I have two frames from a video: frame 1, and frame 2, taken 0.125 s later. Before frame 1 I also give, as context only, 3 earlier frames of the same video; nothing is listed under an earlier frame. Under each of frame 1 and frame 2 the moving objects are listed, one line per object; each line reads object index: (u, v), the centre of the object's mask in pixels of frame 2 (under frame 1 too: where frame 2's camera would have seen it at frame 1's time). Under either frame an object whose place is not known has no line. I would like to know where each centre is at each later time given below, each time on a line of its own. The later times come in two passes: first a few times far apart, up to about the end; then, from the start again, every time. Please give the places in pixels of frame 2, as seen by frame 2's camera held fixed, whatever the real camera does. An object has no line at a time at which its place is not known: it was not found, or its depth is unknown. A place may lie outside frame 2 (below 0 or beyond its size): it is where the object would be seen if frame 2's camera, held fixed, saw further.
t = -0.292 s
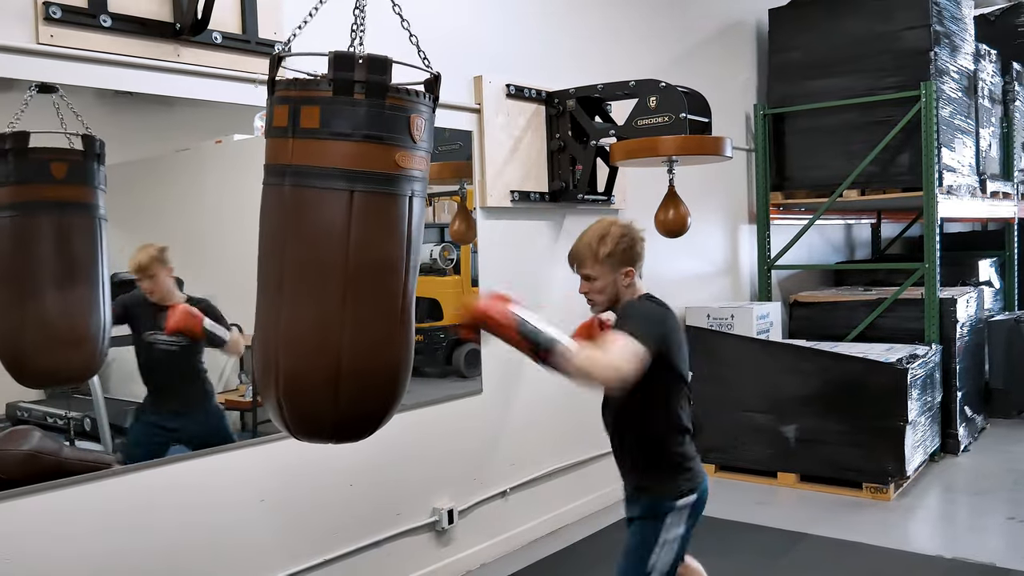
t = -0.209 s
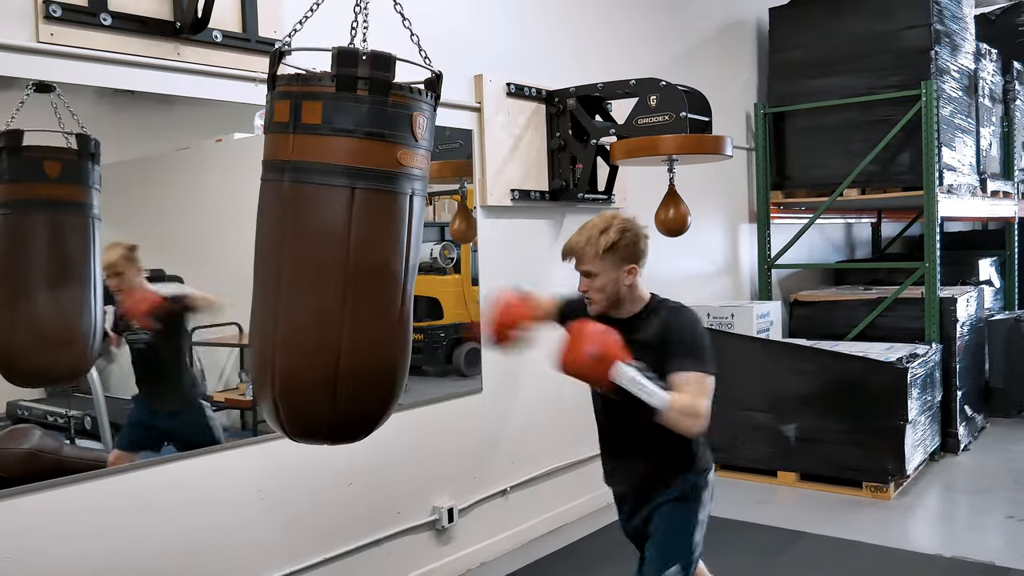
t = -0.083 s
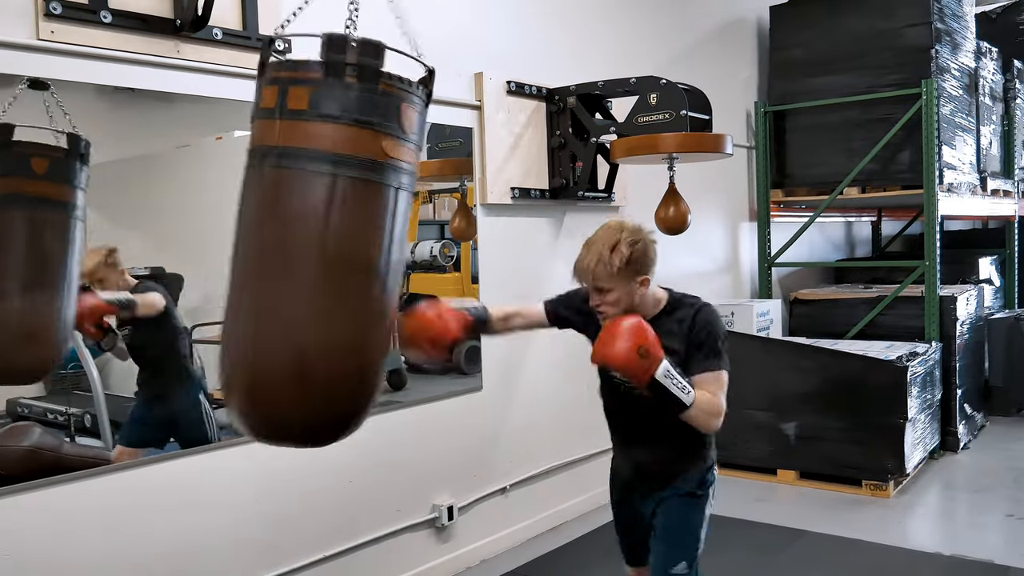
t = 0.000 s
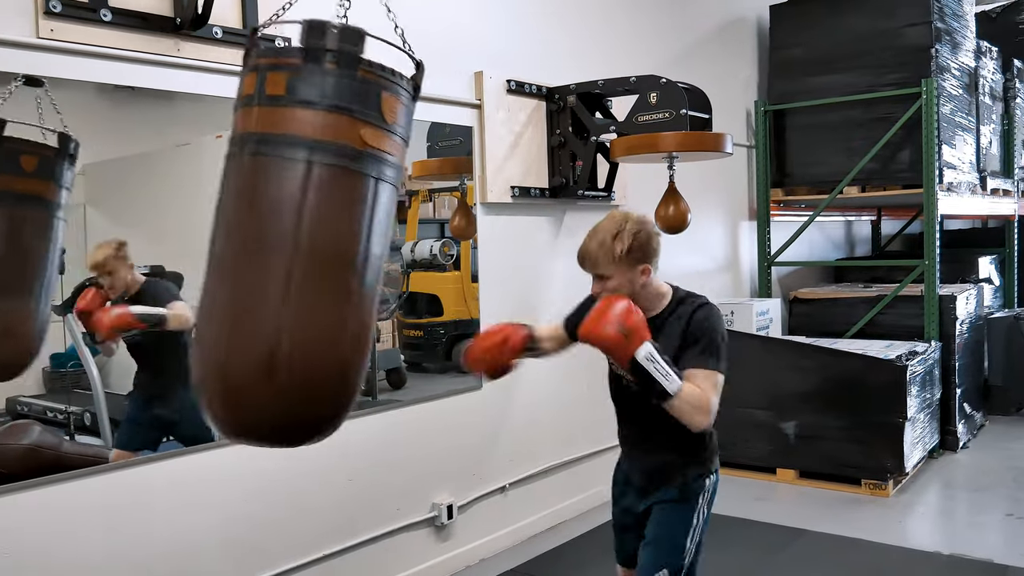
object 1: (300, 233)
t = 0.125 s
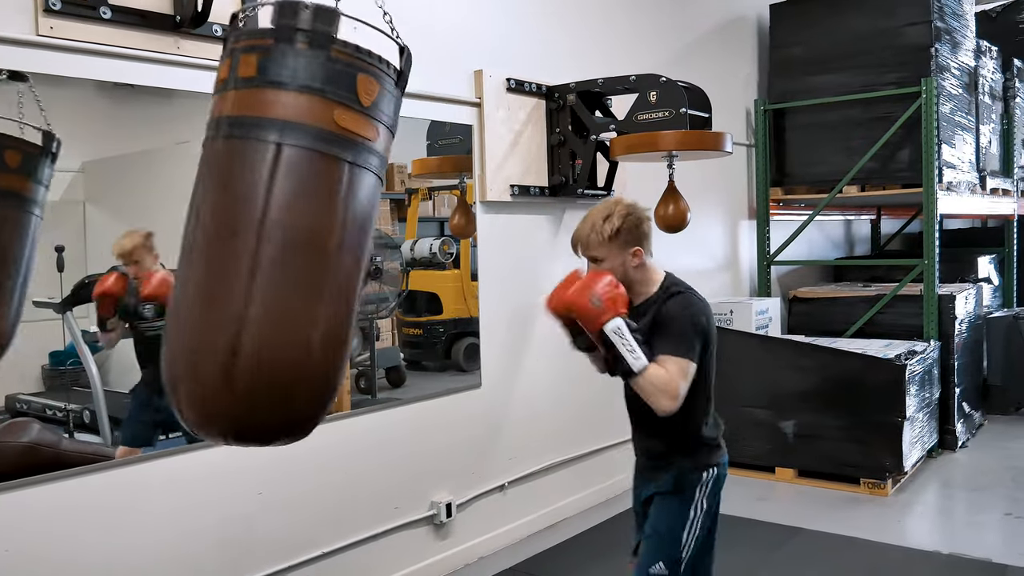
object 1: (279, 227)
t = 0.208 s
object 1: (274, 226)
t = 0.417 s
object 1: (291, 229)
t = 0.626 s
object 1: (345, 236)
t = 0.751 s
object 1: (385, 240)
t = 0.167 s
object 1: (276, 227)
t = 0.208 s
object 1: (274, 226)
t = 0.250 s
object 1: (275, 224)
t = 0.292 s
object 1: (276, 226)
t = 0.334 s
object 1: (280, 227)
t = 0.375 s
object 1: (284, 228)
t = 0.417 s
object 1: (291, 229)
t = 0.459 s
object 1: (299, 230)
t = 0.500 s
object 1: (308, 232)
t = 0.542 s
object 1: (320, 234)
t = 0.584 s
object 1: (333, 235)
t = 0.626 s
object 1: (345, 236)
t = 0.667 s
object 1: (359, 238)
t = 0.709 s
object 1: (372, 239)
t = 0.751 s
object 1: (385, 240)
